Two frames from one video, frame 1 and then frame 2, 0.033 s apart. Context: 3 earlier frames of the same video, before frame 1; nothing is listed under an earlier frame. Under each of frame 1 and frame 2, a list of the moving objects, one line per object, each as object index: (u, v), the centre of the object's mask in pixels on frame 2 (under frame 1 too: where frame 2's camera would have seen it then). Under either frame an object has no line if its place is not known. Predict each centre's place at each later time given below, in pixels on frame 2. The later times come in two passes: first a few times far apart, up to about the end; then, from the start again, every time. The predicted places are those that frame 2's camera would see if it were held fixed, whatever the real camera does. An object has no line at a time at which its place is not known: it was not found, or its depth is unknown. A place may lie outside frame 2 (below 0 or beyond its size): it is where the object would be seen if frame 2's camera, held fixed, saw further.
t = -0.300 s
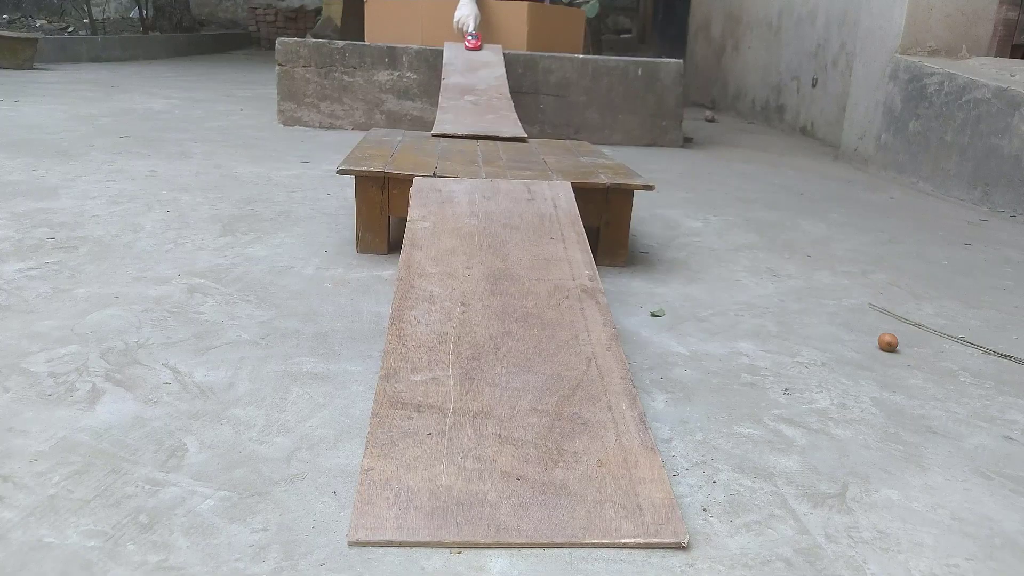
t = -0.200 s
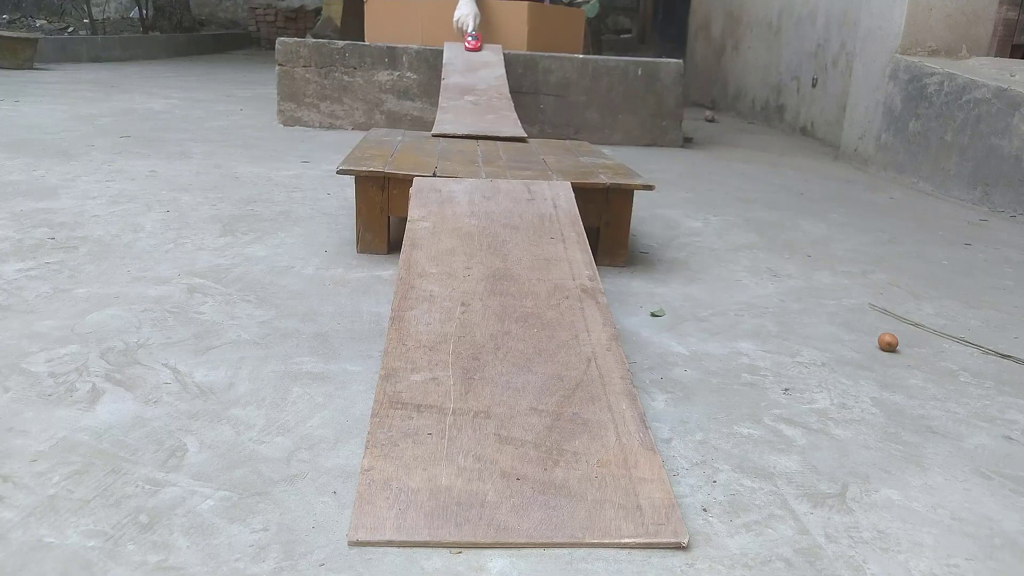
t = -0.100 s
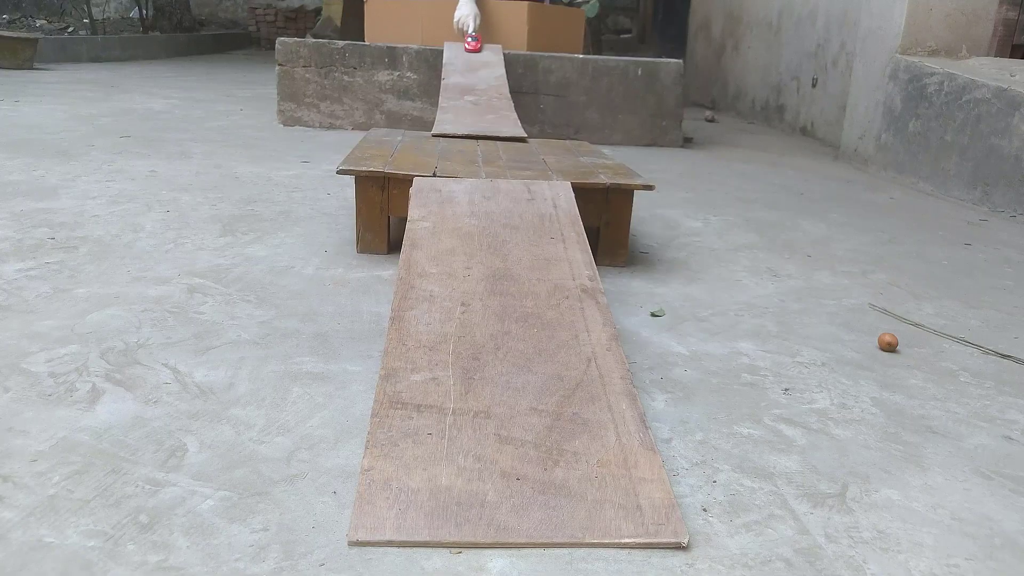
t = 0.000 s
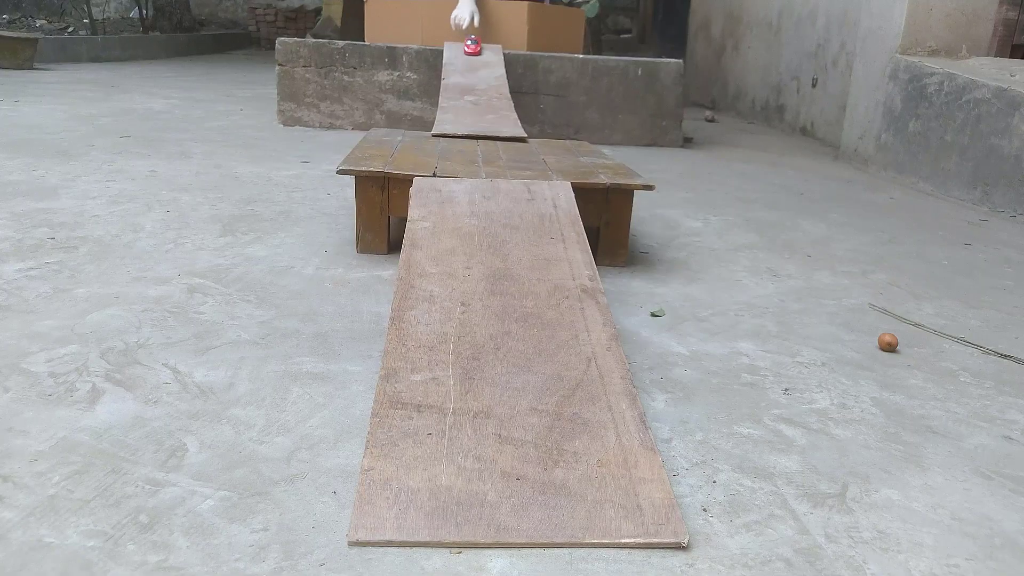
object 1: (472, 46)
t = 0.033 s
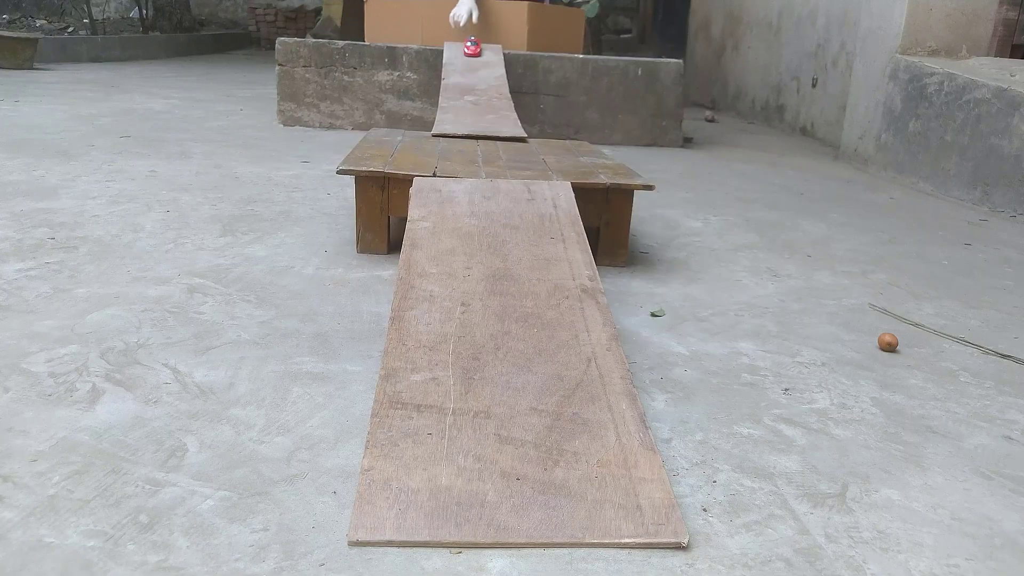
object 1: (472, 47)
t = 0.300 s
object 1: (471, 65)
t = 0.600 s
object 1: (475, 92)
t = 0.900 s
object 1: (497, 119)
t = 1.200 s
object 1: (539, 146)
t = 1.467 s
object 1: (593, 178)
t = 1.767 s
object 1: (650, 289)
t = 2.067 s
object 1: (666, 295)
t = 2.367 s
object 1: (663, 301)
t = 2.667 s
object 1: (663, 301)
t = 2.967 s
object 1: (663, 301)
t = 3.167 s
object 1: (663, 301)
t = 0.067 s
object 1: (472, 49)
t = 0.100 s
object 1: (472, 51)
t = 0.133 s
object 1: (472, 53)
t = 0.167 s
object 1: (472, 55)
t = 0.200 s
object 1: (471, 57)
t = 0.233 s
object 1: (471, 60)
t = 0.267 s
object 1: (471, 62)
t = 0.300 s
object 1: (471, 65)
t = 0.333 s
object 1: (471, 68)
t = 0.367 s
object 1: (471, 70)
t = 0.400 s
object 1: (471, 73)
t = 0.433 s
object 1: (471, 76)
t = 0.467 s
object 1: (472, 79)
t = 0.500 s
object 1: (472, 82)
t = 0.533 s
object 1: (473, 86)
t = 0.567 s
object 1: (474, 89)
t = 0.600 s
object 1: (475, 92)
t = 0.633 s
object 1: (476, 96)
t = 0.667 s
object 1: (478, 99)
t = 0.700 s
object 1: (479, 102)
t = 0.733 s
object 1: (482, 105)
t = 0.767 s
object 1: (484, 108)
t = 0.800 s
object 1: (487, 111)
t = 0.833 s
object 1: (490, 113)
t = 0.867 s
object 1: (493, 116)
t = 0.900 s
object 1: (497, 119)
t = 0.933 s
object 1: (501, 121)
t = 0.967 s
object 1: (505, 124)
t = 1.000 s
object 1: (509, 126)
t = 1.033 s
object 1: (513, 129)
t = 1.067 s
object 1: (518, 133)
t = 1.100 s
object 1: (522, 136)
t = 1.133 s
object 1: (527, 139)
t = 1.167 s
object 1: (533, 142)
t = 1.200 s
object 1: (539, 146)
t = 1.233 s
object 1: (546, 150)
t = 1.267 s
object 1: (553, 153)
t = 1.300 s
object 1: (559, 156)
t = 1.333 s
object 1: (565, 159)
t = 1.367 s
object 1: (572, 162)
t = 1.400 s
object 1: (579, 165)
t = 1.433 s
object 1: (586, 169)
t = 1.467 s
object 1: (593, 178)
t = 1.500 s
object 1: (600, 190)
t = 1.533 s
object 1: (606, 209)
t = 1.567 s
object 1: (612, 236)
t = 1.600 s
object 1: (618, 246)
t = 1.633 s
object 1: (623, 238)
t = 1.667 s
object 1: (628, 238)
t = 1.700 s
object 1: (634, 247)
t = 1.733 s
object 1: (643, 291)
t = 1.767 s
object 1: (650, 289)
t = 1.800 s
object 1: (656, 289)
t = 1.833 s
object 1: (661, 288)
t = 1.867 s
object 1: (665, 287)
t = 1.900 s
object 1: (669, 288)
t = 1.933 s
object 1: (671, 289)
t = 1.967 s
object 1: (671, 292)
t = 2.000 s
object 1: (669, 298)
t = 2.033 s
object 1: (667, 297)
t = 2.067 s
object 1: (666, 295)
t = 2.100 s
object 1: (662, 300)
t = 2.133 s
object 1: (664, 300)
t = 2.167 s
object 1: (664, 301)
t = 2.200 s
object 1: (664, 301)
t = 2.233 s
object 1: (663, 301)
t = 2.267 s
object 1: (663, 301)
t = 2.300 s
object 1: (663, 301)
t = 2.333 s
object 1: (663, 301)
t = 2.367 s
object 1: (663, 301)
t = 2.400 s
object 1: (663, 301)
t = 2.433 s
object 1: (663, 301)
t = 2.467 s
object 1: (663, 301)
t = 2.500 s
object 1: (663, 301)
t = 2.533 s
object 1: (663, 301)
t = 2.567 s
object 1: (663, 301)
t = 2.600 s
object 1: (663, 301)
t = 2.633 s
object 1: (663, 301)
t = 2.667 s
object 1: (663, 301)
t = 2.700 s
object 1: (663, 301)
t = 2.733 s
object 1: (663, 301)
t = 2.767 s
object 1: (663, 301)
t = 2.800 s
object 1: (663, 301)
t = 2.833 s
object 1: (663, 301)
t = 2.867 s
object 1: (663, 301)
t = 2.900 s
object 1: (663, 301)
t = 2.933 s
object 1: (663, 301)
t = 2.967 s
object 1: (663, 301)
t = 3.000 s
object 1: (663, 301)
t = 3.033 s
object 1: (663, 301)
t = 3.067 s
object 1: (663, 301)
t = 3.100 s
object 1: (663, 301)
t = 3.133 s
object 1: (663, 301)
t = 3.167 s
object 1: (663, 301)
